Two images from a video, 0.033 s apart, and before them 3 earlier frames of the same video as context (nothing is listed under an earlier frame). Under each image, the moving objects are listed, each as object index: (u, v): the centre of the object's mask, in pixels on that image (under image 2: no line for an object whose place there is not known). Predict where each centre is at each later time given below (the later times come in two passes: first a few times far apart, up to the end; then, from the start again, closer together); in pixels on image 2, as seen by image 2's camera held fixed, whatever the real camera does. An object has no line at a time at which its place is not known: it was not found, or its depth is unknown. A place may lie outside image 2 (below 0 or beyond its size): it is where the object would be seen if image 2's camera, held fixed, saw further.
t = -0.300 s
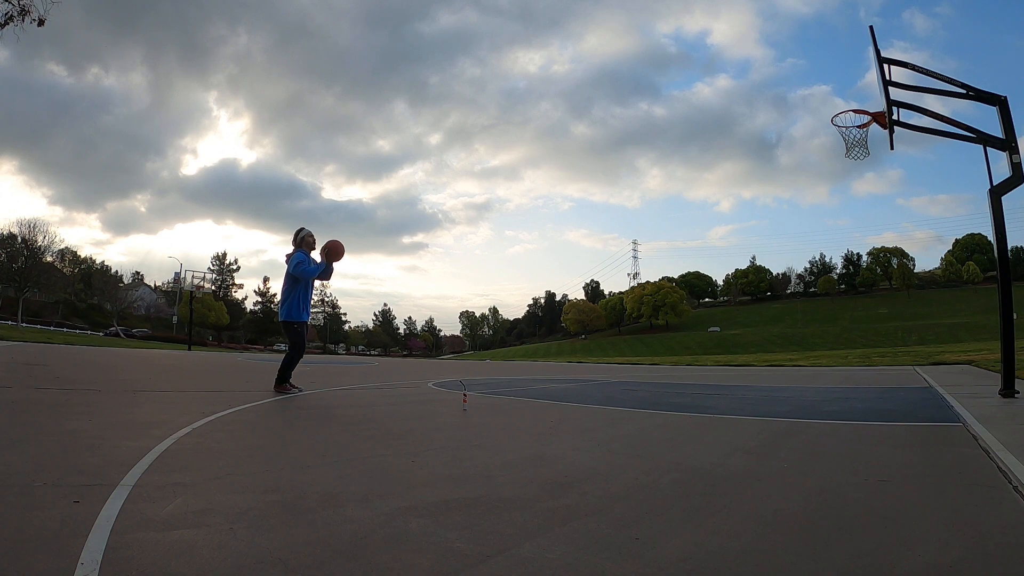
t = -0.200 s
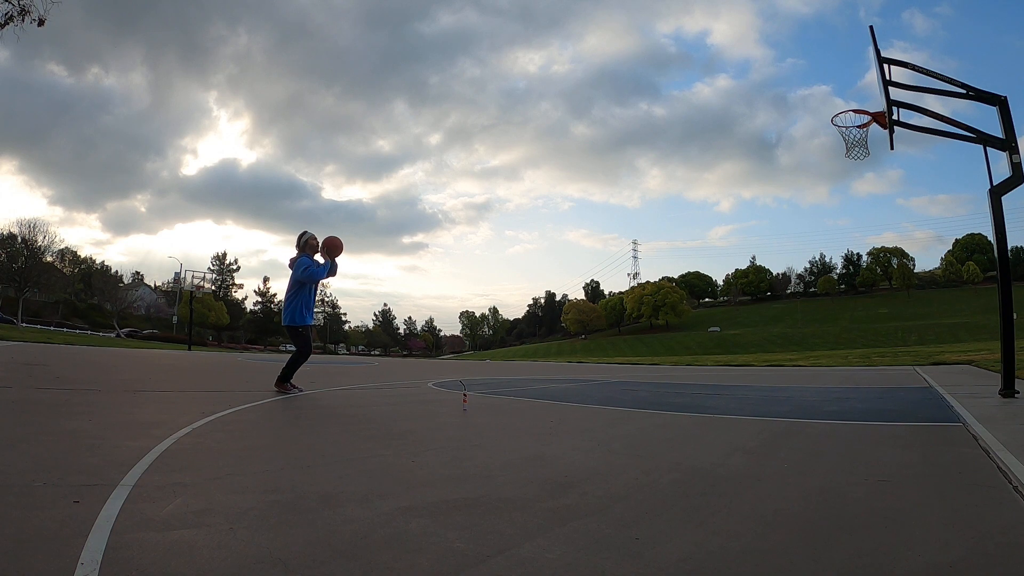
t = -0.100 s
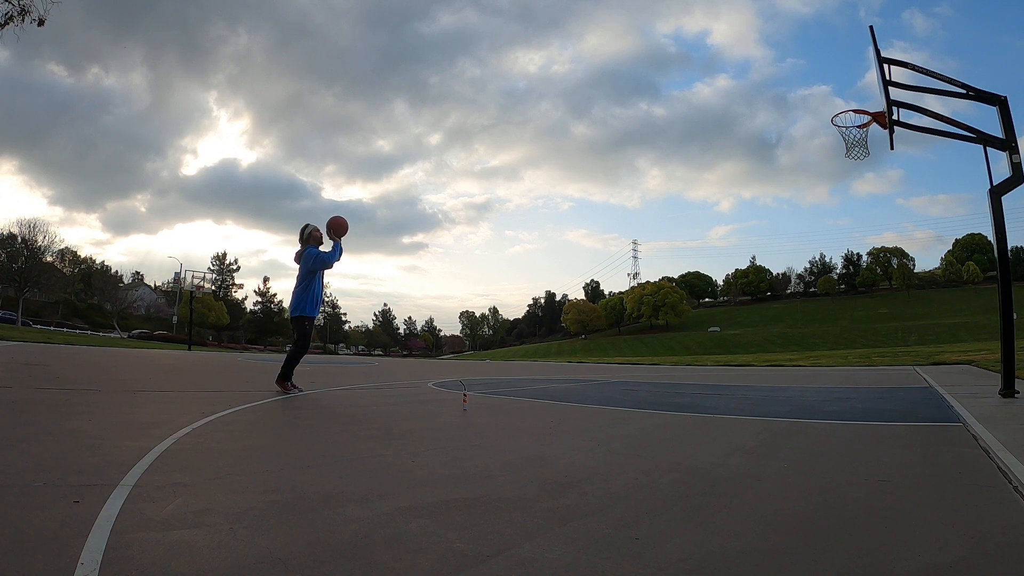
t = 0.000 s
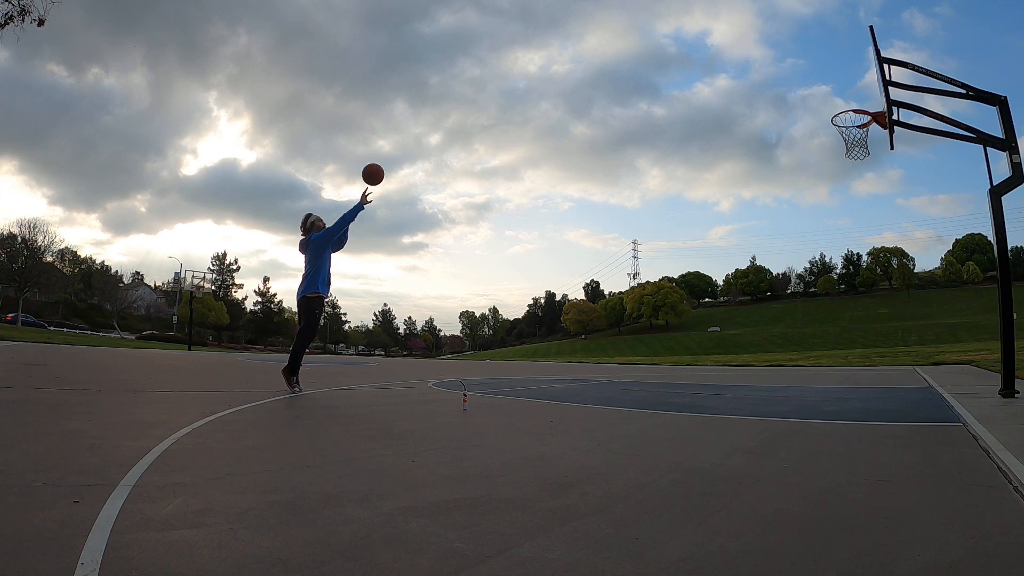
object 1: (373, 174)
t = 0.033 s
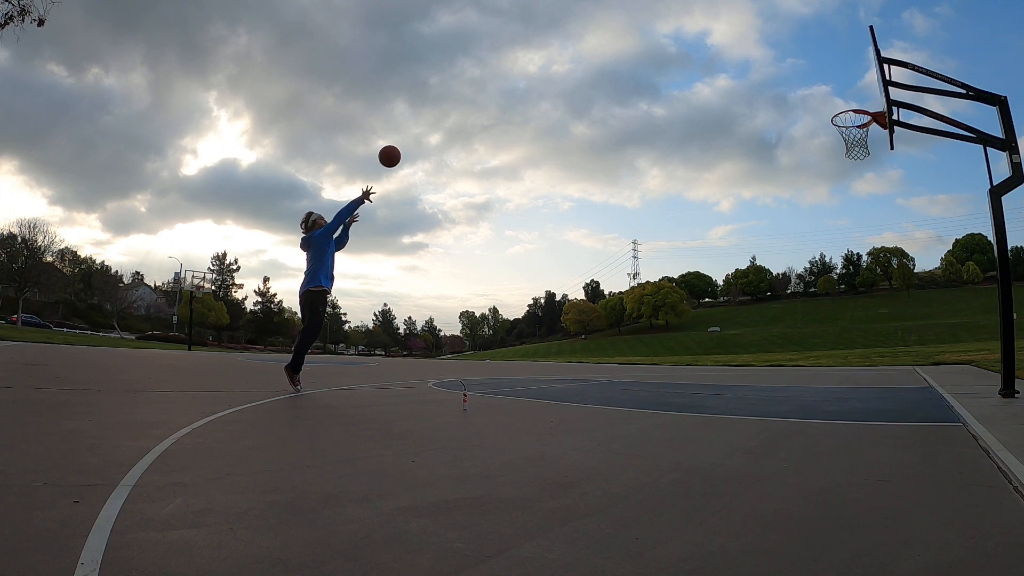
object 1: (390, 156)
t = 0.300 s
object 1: (519, 55)
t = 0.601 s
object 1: (650, 23)
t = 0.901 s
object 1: (773, 63)
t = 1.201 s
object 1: (866, 100)
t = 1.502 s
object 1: (829, 74)
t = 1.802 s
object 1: (784, 126)
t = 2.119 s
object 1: (725, 306)
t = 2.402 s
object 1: (680, 295)
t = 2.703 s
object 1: (644, 187)
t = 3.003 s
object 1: (610, 184)
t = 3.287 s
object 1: (577, 288)
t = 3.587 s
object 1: (536, 341)
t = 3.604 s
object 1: (534, 333)
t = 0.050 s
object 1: (398, 147)
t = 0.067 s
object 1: (406, 139)
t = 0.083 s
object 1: (414, 131)
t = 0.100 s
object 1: (423, 124)
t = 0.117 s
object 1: (431, 116)
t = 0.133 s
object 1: (439, 109)
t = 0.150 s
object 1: (447, 102)
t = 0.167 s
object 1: (455, 96)
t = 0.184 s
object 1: (464, 90)
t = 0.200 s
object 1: (472, 84)
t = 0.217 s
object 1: (480, 78)
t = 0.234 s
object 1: (488, 73)
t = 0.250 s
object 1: (495, 68)
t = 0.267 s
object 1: (503, 64)
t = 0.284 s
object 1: (511, 59)
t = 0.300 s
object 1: (519, 55)
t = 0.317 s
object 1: (526, 51)
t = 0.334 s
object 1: (534, 48)
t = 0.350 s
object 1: (542, 44)
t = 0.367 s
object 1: (549, 41)
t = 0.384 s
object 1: (557, 38)
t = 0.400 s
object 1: (564, 36)
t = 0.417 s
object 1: (572, 33)
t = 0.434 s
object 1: (579, 31)
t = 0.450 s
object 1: (586, 29)
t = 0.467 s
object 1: (593, 28)
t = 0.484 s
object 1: (600, 26)
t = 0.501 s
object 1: (608, 25)
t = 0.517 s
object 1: (615, 24)
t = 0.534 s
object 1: (622, 23)
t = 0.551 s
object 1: (629, 23)
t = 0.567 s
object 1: (636, 22)
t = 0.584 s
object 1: (643, 23)
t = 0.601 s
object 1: (650, 23)
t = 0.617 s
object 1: (657, 23)
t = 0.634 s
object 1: (664, 24)
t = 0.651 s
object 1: (670, 24)
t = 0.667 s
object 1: (677, 25)
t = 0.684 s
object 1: (684, 27)
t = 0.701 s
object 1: (691, 28)
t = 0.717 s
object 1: (698, 30)
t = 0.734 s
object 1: (705, 32)
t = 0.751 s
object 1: (712, 34)
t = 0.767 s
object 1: (718, 36)
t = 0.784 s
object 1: (725, 39)
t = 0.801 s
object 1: (732, 42)
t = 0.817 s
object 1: (739, 45)
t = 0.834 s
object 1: (746, 48)
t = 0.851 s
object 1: (753, 51)
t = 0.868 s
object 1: (759, 55)
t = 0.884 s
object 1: (766, 59)
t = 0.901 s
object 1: (773, 63)
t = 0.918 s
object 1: (780, 68)
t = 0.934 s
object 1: (786, 72)
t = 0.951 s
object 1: (793, 77)
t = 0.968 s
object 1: (800, 82)
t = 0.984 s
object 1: (806, 87)
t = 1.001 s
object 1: (813, 93)
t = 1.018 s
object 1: (820, 98)
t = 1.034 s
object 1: (826, 104)
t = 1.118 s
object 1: (854, 117)
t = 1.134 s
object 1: (859, 116)
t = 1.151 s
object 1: (860, 111)
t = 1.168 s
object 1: (862, 107)
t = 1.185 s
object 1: (864, 103)
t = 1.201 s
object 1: (866, 100)
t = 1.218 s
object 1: (868, 96)
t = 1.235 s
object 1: (870, 93)
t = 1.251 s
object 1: (871, 90)
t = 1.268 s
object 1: (868, 87)
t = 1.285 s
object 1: (866, 85)
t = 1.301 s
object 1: (863, 83)
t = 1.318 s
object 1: (860, 81)
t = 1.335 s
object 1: (857, 79)
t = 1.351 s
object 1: (854, 78)
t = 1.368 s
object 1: (851, 77)
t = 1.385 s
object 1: (848, 76)
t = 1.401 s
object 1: (846, 75)
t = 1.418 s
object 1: (843, 74)
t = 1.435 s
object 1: (840, 73)
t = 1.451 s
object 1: (837, 73)
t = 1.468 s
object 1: (835, 73)
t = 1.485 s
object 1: (832, 74)
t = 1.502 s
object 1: (829, 74)
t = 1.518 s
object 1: (827, 75)
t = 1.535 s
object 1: (824, 75)
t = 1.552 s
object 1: (822, 77)
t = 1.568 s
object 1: (819, 78)
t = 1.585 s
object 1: (817, 80)
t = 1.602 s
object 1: (814, 82)
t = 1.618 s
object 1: (812, 84)
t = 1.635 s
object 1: (809, 86)
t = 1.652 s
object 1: (807, 89)
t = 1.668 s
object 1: (804, 92)
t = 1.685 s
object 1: (802, 95)
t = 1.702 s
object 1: (799, 98)
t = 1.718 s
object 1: (797, 102)
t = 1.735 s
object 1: (794, 106)
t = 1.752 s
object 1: (791, 111)
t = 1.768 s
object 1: (789, 116)
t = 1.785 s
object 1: (786, 121)
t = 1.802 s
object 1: (784, 126)
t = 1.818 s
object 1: (781, 132)
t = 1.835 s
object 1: (778, 138)
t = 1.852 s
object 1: (776, 144)
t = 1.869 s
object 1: (773, 151)
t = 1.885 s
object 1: (770, 159)
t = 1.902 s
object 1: (768, 166)
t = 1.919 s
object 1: (765, 174)
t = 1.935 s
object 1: (762, 183)
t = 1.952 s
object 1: (759, 192)
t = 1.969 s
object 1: (756, 201)
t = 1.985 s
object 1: (753, 211)
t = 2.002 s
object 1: (750, 221)
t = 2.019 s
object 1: (747, 232)
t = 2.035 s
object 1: (743, 243)
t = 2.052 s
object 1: (740, 255)
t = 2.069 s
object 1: (737, 267)
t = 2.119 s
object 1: (725, 306)
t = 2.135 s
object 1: (721, 320)
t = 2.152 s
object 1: (717, 334)
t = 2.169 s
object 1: (713, 349)
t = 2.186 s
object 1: (709, 364)
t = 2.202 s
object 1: (705, 381)
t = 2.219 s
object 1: (701, 397)
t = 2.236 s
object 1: (698, 402)
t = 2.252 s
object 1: (696, 390)
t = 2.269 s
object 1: (695, 378)
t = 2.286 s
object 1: (693, 366)
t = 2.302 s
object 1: (691, 355)
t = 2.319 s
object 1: (689, 345)
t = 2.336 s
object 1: (688, 334)
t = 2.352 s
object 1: (686, 324)
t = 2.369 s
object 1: (684, 314)
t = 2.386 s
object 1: (682, 304)
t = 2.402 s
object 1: (680, 295)
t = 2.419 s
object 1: (678, 287)
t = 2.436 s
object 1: (676, 278)
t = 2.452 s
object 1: (674, 270)
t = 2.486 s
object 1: (670, 254)
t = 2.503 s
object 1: (668, 247)
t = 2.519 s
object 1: (666, 240)
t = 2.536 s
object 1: (664, 234)
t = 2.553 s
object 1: (662, 228)
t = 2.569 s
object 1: (660, 222)
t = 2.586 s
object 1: (658, 216)
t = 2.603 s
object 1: (656, 211)
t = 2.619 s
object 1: (654, 206)
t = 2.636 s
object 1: (652, 202)
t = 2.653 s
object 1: (650, 197)
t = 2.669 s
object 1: (648, 194)
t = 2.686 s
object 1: (646, 190)
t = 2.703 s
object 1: (644, 187)
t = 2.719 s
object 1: (642, 184)
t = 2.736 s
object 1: (640, 181)
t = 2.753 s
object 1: (638, 179)
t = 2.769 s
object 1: (637, 177)
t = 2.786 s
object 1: (635, 176)
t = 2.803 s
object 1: (633, 174)
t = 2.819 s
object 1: (631, 173)
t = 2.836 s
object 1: (629, 173)
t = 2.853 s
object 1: (627, 172)
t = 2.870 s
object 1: (625, 172)
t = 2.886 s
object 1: (623, 173)
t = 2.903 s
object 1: (621, 173)
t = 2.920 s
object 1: (619, 174)
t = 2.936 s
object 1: (618, 176)
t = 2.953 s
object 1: (616, 177)
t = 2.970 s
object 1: (614, 179)
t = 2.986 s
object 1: (612, 182)
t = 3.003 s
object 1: (610, 184)
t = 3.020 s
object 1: (608, 187)
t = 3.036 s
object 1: (606, 191)
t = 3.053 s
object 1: (604, 195)
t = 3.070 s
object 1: (602, 199)
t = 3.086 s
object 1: (601, 203)
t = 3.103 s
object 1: (599, 208)
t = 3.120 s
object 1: (597, 213)
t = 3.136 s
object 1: (595, 219)
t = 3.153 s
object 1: (593, 225)
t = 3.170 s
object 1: (591, 231)
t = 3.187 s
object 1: (589, 238)
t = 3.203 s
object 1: (587, 245)
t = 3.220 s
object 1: (585, 253)
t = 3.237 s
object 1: (583, 261)
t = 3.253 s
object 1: (581, 269)
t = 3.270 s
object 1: (579, 278)
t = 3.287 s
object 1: (577, 288)
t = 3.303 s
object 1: (575, 297)
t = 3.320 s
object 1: (573, 308)
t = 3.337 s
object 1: (570, 318)
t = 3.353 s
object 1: (568, 329)
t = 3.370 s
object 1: (566, 340)
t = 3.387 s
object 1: (564, 352)
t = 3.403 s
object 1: (561, 364)
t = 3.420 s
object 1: (559, 377)
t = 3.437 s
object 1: (557, 390)
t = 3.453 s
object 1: (554, 404)
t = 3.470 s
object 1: (552, 407)
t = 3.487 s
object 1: (550, 397)
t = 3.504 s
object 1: (547, 387)
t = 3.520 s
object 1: (545, 377)
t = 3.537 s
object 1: (543, 367)
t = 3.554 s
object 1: (541, 358)
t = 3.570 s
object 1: (538, 349)
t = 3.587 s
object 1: (536, 341)
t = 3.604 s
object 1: (534, 333)
